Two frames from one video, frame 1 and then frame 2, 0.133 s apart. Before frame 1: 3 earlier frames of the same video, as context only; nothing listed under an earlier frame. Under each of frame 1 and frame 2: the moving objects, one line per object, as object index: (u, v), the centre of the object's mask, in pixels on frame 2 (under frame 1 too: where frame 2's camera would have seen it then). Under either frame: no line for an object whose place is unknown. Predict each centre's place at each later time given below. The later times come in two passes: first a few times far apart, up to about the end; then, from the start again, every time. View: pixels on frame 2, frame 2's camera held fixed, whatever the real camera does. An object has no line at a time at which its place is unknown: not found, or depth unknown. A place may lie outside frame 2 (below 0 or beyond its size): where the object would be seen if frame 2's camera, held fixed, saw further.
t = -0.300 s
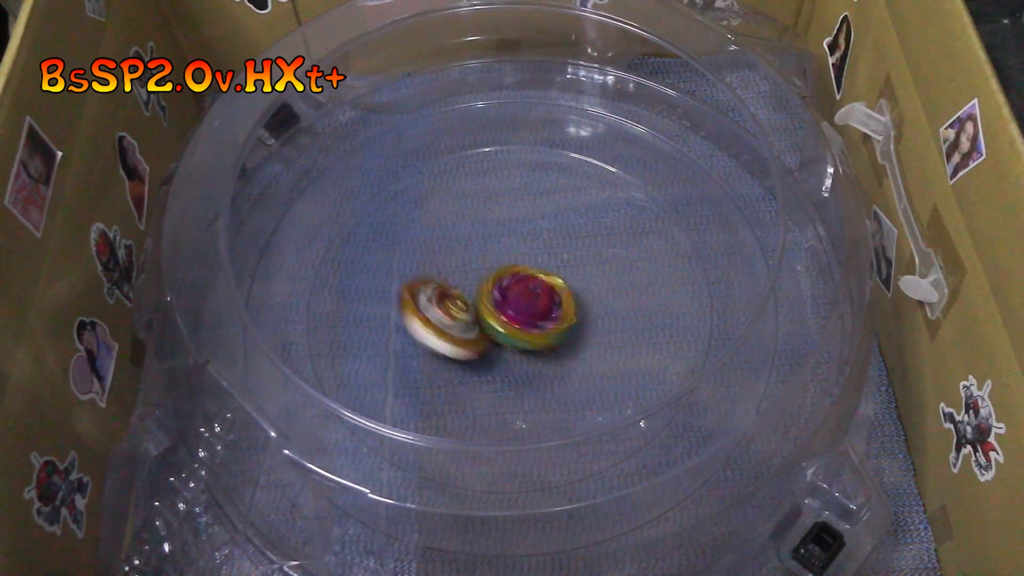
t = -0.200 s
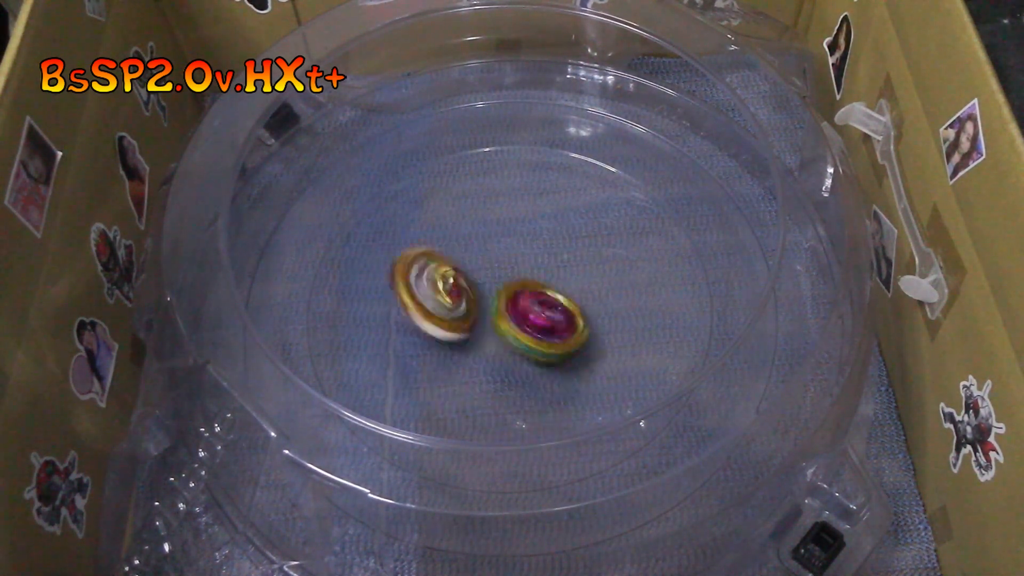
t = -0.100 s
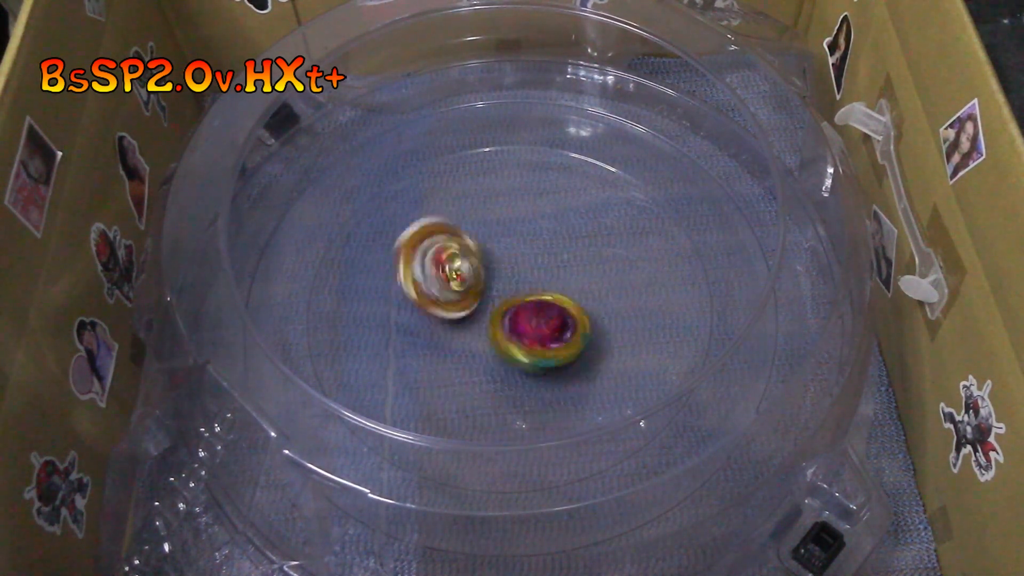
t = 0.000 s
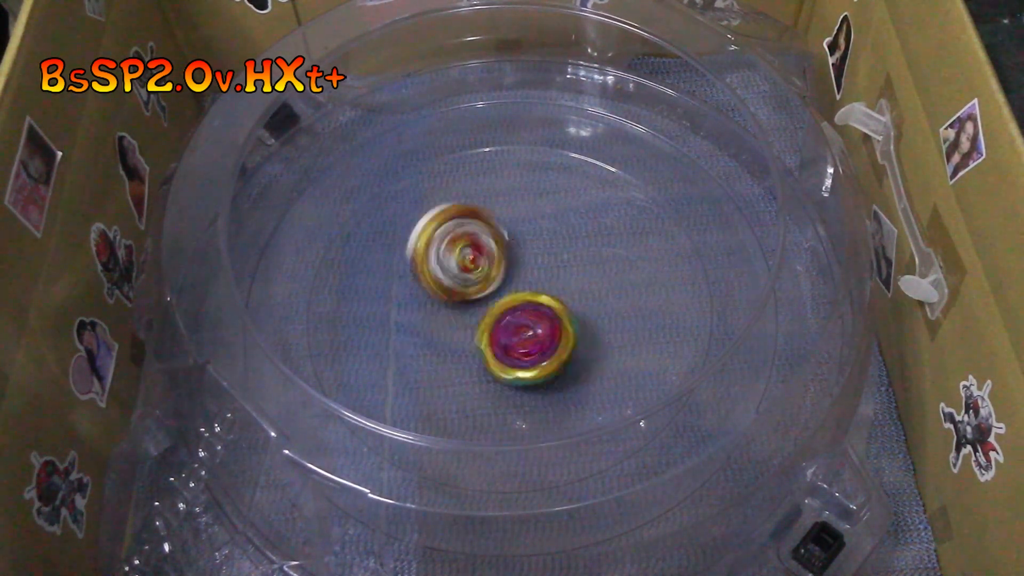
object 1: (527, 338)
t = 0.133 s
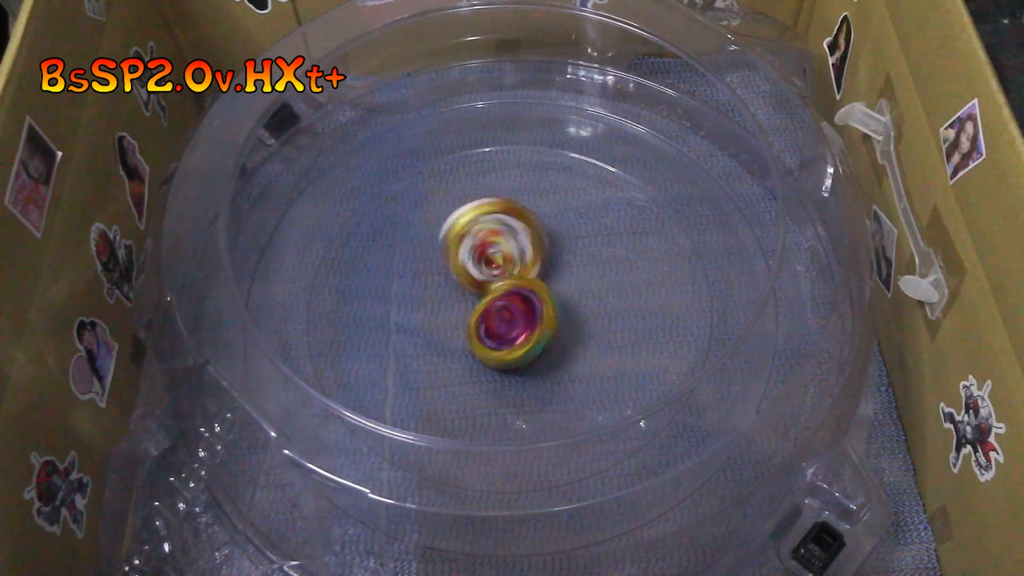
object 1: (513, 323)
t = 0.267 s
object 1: (506, 318)
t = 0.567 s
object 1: (477, 319)
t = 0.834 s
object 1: (478, 298)
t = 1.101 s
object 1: (505, 279)
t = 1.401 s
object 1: (538, 299)
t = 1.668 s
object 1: (538, 300)
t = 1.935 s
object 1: (539, 303)
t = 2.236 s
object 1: (539, 301)
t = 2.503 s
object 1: (538, 300)
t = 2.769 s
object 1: (538, 300)
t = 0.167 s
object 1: (509, 320)
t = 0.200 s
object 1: (507, 318)
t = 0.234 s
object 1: (506, 318)
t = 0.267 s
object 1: (506, 318)
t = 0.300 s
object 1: (506, 316)
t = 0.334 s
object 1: (504, 315)
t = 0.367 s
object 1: (502, 316)
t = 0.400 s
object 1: (500, 317)
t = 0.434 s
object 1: (497, 318)
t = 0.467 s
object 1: (492, 319)
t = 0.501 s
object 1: (488, 320)
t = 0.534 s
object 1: (483, 320)
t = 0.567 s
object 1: (477, 319)
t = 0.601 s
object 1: (473, 319)
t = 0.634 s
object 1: (471, 318)
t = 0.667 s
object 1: (471, 316)
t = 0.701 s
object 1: (473, 313)
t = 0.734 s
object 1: (475, 309)
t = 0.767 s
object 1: (476, 305)
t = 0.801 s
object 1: (476, 301)
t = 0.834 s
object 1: (478, 298)
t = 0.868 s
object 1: (479, 296)
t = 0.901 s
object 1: (482, 293)
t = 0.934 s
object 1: (486, 292)
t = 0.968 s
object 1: (490, 289)
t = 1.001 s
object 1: (494, 288)
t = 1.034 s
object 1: (498, 286)
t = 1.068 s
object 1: (502, 284)
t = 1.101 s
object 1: (505, 279)
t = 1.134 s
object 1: (510, 278)
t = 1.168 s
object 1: (516, 279)
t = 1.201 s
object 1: (521, 281)
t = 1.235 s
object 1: (526, 283)
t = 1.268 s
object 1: (529, 285)
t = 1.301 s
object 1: (532, 289)
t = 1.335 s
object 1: (534, 293)
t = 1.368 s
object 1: (536, 296)
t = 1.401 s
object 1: (538, 299)
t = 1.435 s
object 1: (539, 301)
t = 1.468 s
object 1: (538, 303)
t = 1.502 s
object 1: (538, 303)
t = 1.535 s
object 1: (538, 304)
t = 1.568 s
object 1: (538, 303)
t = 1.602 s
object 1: (538, 302)
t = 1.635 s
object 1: (538, 301)
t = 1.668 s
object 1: (538, 300)
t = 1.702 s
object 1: (539, 300)
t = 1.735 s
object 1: (539, 301)
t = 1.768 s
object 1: (539, 302)
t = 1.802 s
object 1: (540, 303)
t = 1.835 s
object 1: (540, 304)
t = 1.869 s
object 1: (540, 304)
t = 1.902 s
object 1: (540, 304)
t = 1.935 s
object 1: (539, 303)
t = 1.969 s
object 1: (539, 302)
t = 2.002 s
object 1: (539, 301)
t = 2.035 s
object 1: (539, 301)
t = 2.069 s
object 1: (539, 301)
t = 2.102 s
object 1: (538, 301)
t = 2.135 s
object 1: (538, 300)
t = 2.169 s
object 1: (538, 300)
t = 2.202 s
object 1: (538, 301)
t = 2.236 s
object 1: (539, 301)
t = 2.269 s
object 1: (539, 301)
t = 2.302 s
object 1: (538, 301)
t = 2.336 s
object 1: (538, 300)
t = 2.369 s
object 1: (538, 300)
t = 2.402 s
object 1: (538, 300)
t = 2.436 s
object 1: (538, 300)
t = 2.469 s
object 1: (538, 300)
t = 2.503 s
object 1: (538, 300)
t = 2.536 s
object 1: (538, 300)
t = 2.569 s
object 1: (538, 300)
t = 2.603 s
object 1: (538, 300)
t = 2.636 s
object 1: (538, 300)
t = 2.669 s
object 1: (538, 300)
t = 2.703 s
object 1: (538, 300)
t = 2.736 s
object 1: (538, 300)
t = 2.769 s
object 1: (538, 300)
